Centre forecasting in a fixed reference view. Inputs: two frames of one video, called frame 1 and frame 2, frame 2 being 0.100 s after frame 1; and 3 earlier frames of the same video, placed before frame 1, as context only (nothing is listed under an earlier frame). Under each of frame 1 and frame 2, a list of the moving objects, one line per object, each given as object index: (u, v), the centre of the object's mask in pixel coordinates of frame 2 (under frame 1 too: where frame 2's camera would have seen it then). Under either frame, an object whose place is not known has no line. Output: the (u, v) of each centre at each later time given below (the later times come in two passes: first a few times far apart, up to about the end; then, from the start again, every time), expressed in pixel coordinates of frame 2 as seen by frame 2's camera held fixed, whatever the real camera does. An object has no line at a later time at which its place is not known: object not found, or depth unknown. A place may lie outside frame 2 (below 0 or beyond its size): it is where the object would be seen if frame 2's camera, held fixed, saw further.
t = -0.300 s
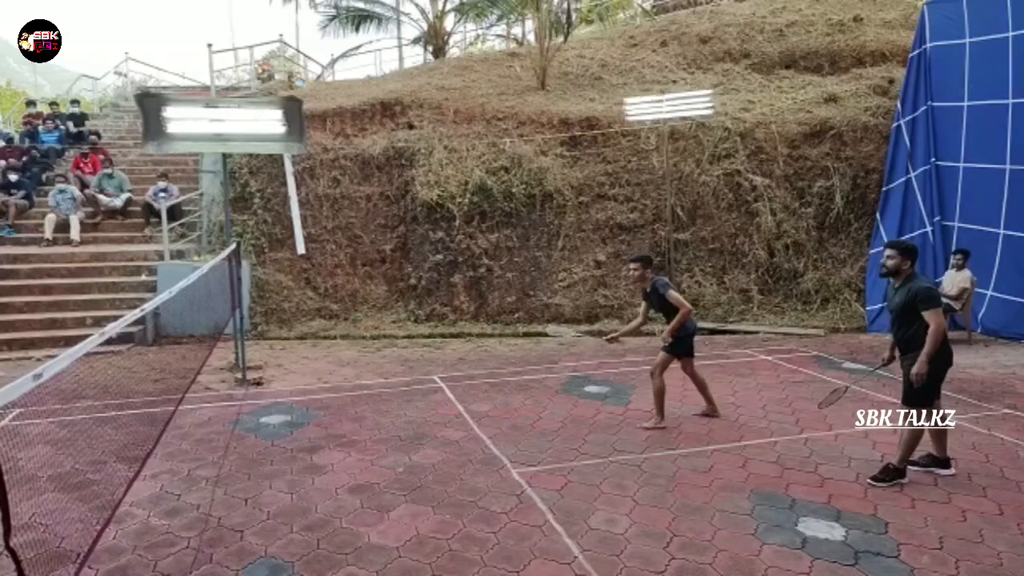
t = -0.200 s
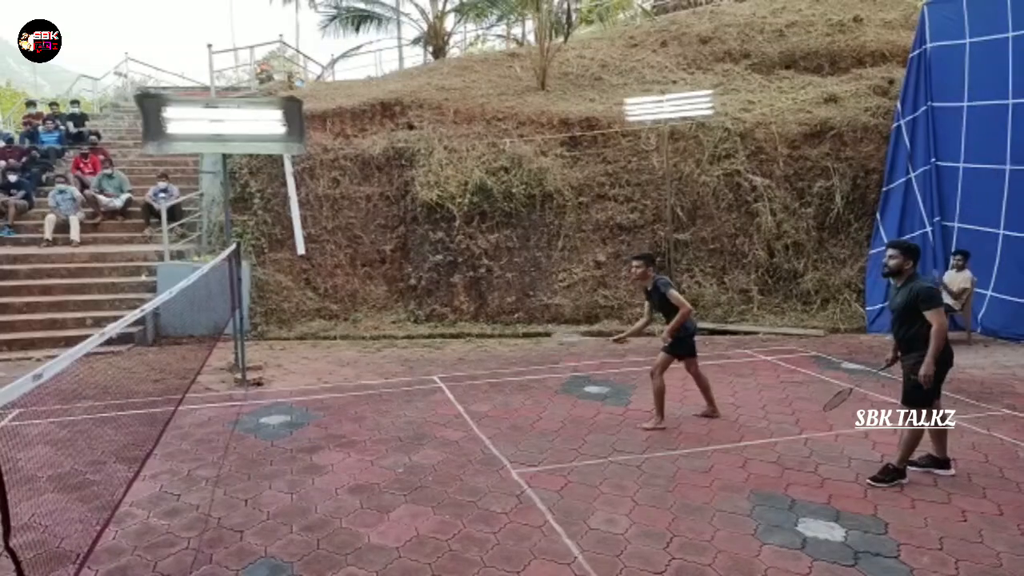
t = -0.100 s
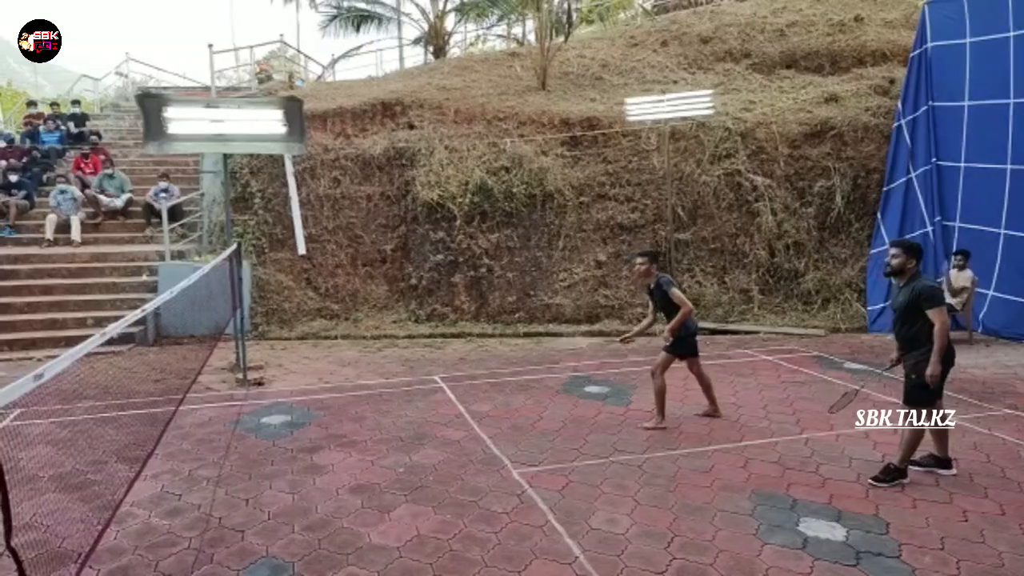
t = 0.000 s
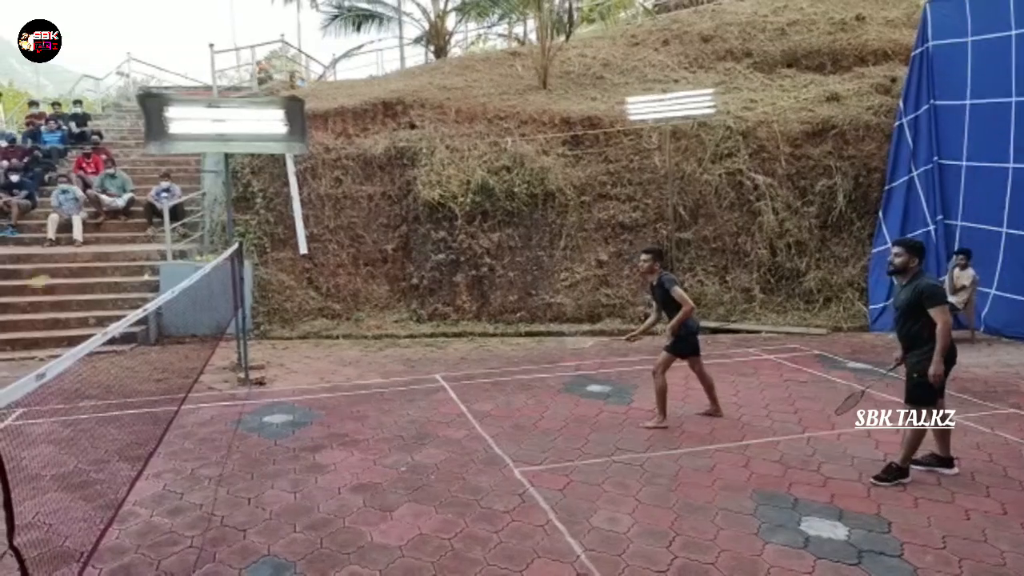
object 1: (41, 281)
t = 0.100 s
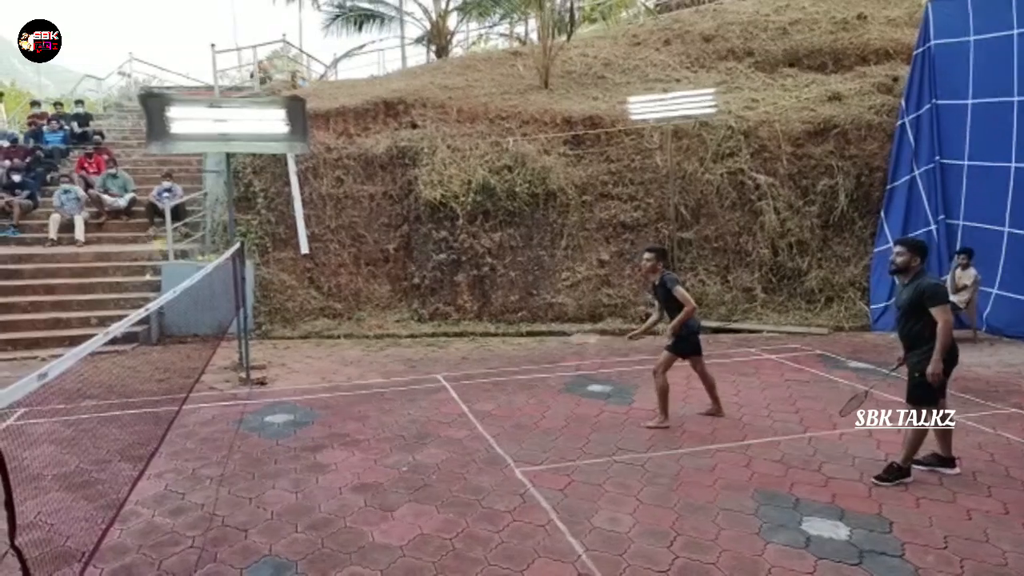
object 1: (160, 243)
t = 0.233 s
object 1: (278, 231)
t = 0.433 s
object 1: (406, 258)
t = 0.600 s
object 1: (483, 310)
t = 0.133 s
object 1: (190, 238)
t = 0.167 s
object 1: (222, 234)
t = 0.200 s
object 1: (250, 231)
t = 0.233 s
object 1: (278, 231)
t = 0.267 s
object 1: (304, 233)
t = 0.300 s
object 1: (326, 235)
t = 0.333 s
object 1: (348, 239)
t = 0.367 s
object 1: (370, 244)
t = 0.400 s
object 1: (388, 251)
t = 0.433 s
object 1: (406, 258)
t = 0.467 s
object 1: (424, 266)
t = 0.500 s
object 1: (440, 275)
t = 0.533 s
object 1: (455, 286)
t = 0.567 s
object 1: (469, 297)
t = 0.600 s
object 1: (483, 310)
